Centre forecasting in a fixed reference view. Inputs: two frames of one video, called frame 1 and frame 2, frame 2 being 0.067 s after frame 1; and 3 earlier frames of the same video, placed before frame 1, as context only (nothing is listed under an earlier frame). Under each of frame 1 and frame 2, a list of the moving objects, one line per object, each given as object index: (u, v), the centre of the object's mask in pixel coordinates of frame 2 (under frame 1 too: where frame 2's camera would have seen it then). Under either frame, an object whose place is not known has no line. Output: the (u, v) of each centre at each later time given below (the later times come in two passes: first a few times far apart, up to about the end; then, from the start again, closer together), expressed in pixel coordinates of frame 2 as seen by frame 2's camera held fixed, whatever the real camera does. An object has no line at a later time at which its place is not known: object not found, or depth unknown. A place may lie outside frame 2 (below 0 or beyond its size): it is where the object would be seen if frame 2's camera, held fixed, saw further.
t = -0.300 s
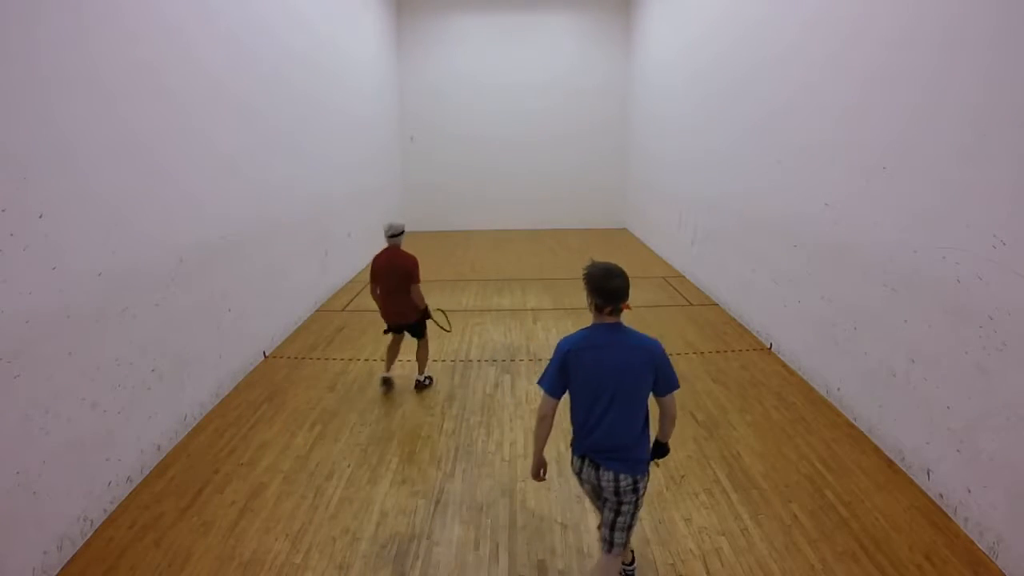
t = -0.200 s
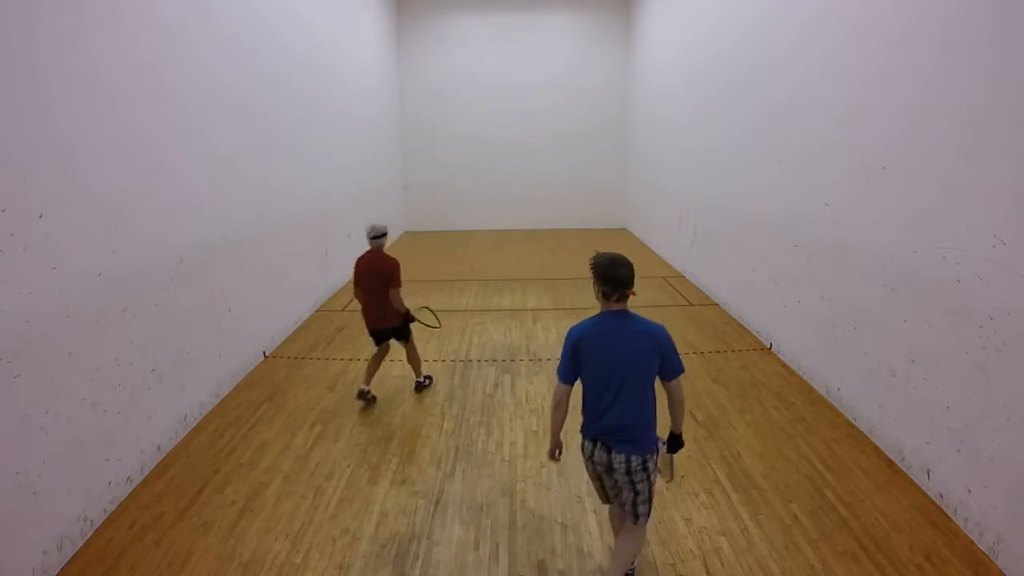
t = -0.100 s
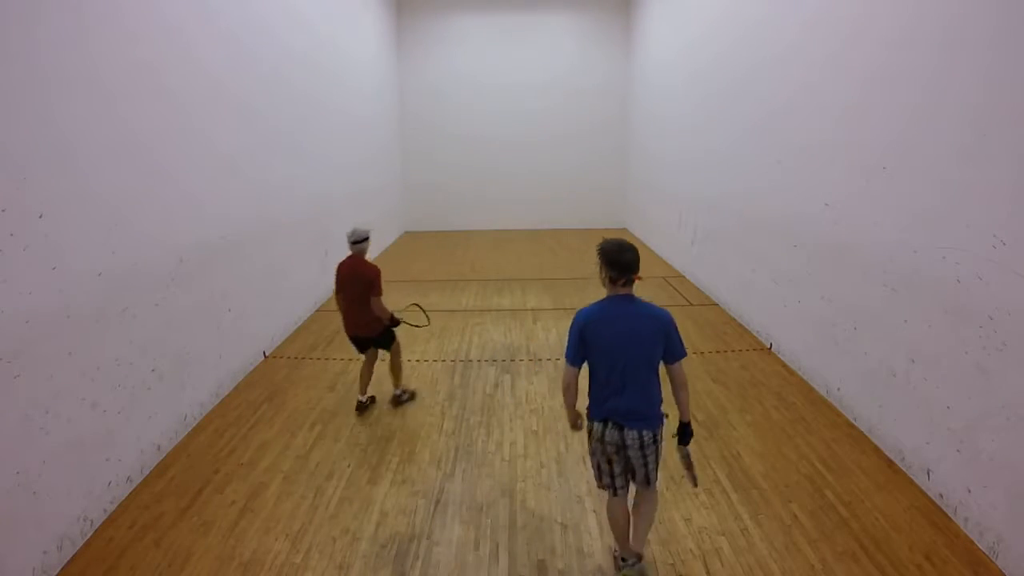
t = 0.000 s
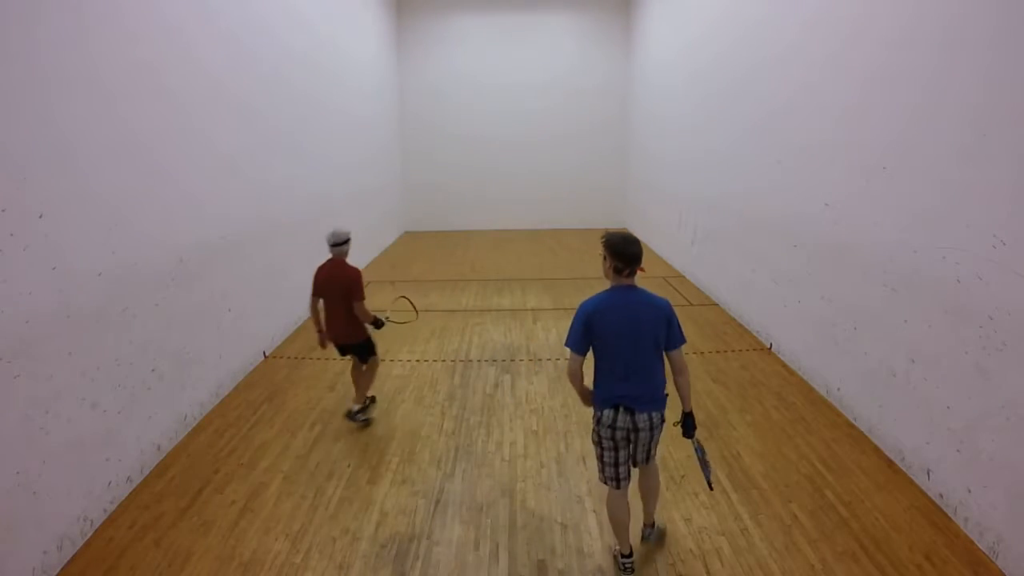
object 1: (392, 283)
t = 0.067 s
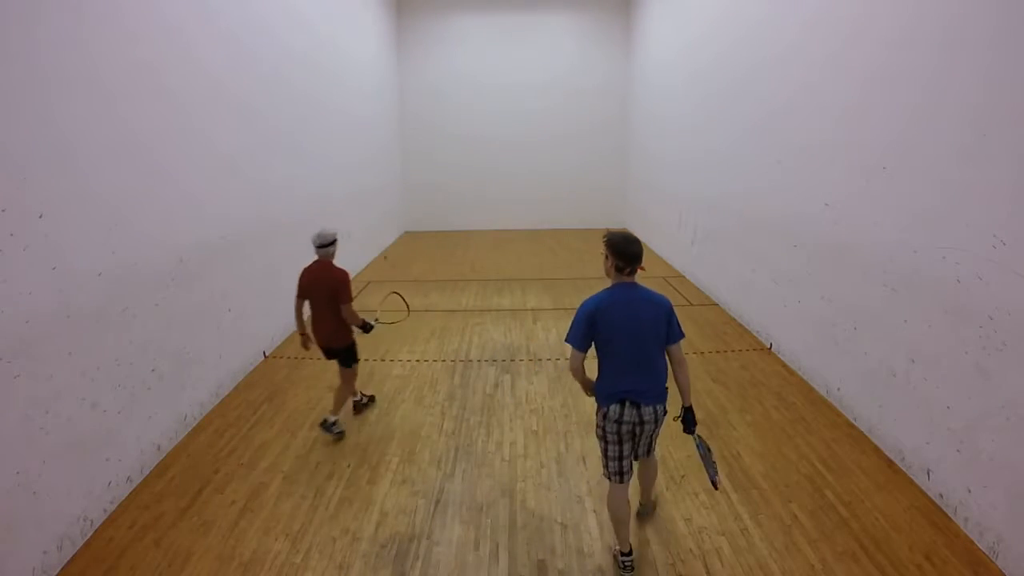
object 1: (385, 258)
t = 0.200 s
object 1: (370, 206)
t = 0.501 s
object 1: (328, 110)
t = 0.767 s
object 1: (275, 72)
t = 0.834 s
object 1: (257, 75)
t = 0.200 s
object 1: (370, 206)
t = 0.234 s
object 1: (366, 193)
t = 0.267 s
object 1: (361, 181)
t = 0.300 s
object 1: (357, 170)
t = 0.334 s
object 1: (352, 158)
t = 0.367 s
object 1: (348, 148)
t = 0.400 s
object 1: (343, 138)
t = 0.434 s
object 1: (338, 128)
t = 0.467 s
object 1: (334, 118)
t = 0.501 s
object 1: (328, 110)
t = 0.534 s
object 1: (323, 102)
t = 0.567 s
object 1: (317, 95)
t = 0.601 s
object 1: (311, 88)
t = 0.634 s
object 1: (304, 83)
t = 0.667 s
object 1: (298, 78)
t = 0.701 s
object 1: (290, 75)
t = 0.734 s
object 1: (283, 73)
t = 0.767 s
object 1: (275, 72)
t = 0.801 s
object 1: (266, 73)
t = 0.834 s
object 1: (257, 75)
